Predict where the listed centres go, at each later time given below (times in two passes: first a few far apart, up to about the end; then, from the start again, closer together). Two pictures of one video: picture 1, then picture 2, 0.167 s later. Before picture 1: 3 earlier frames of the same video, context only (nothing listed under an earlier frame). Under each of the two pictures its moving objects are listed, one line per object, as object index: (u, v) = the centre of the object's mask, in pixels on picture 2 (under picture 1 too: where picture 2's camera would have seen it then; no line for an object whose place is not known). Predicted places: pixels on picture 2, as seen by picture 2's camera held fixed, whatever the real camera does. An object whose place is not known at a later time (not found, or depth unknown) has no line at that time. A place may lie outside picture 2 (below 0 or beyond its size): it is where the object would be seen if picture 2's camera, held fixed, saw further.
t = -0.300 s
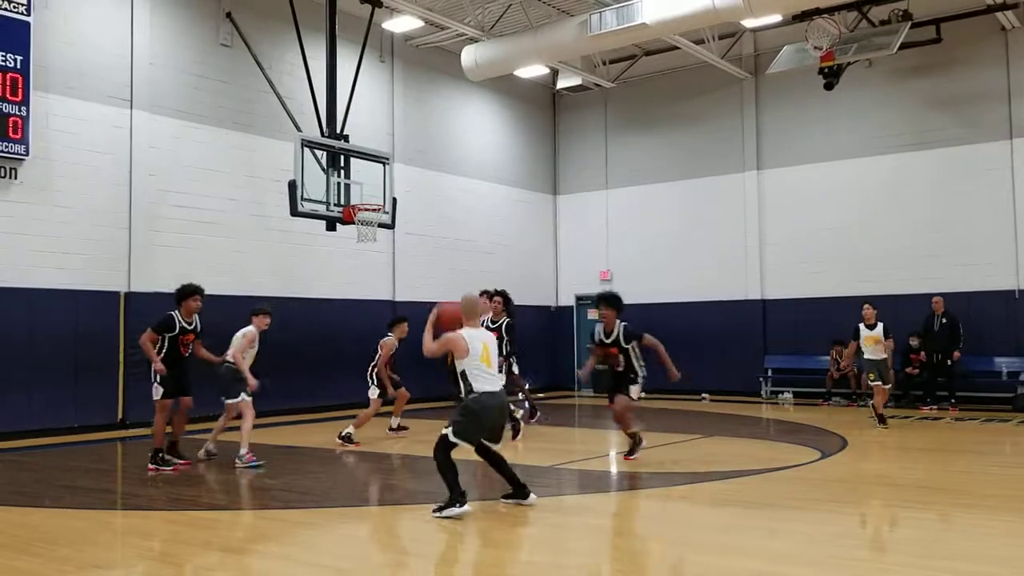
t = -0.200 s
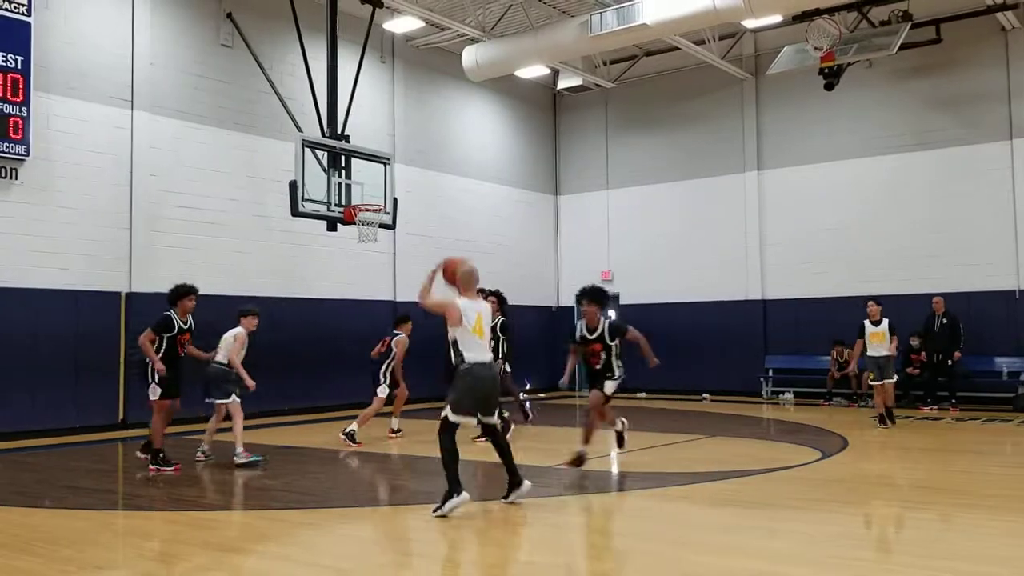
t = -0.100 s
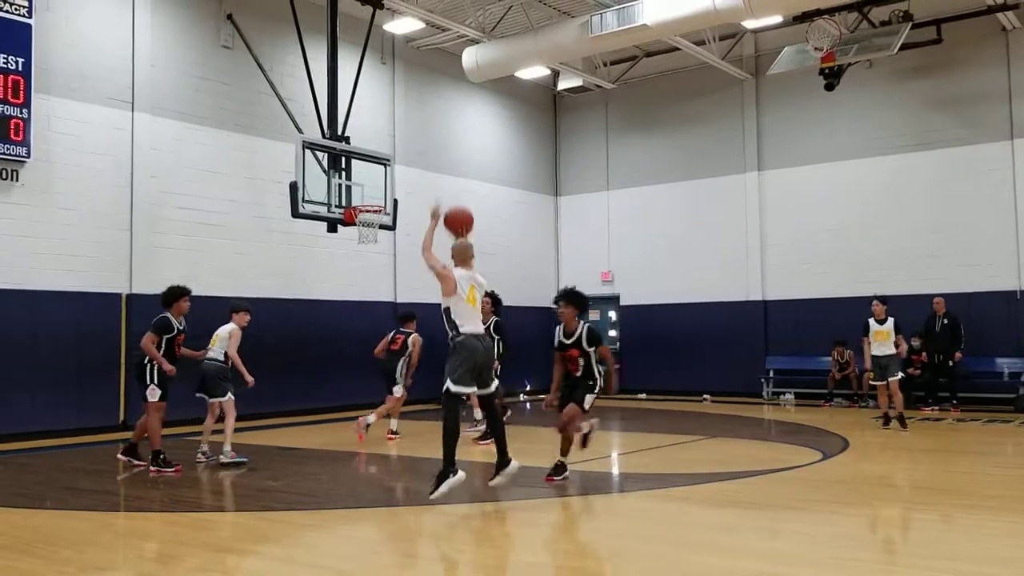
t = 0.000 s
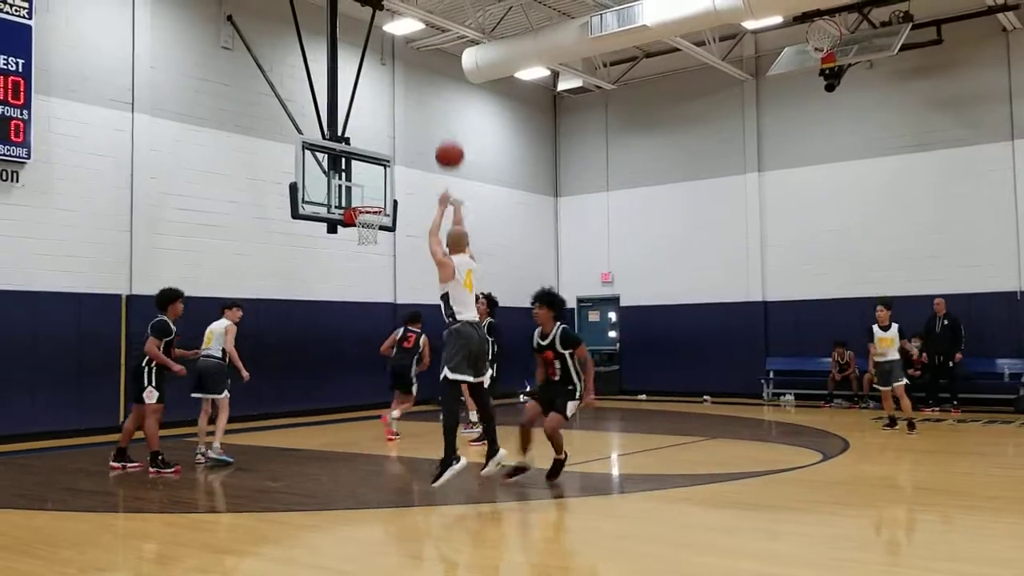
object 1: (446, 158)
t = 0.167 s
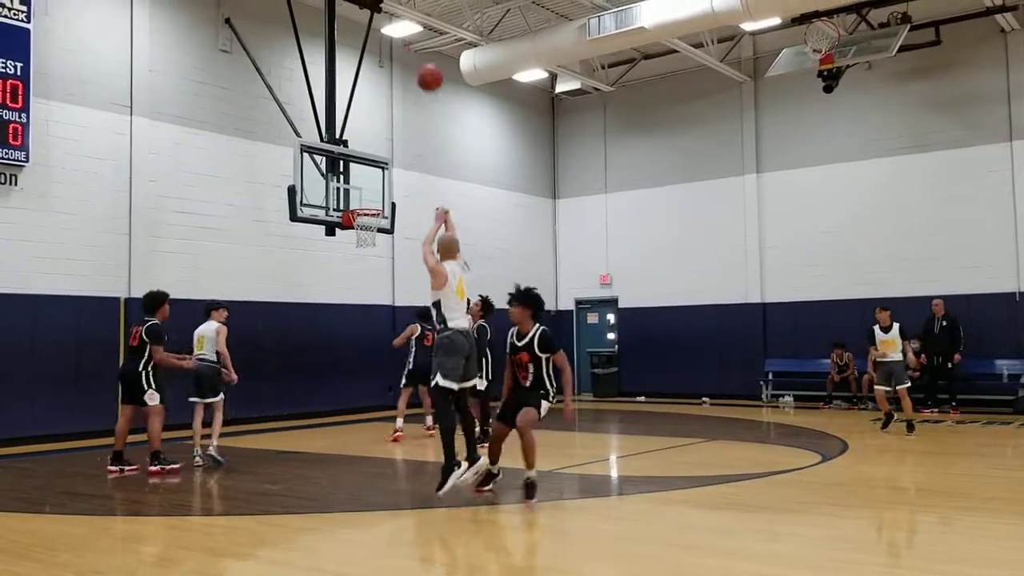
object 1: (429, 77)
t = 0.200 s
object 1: (426, 68)
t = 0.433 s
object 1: (409, 31)
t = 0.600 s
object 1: (398, 39)
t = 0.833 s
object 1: (387, 83)
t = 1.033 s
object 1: (379, 147)
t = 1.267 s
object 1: (361, 224)
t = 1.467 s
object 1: (350, 225)
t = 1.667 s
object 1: (362, 245)
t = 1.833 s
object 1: (373, 283)
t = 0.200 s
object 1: (426, 68)
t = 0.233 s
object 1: (423, 59)
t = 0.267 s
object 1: (420, 51)
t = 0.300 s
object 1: (418, 45)
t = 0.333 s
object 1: (416, 40)
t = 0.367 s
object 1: (413, 36)
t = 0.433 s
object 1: (409, 31)
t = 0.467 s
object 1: (406, 31)
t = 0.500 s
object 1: (404, 31)
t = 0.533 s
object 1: (403, 32)
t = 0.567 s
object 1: (399, 34)
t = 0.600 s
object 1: (398, 39)
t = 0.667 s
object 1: (395, 47)
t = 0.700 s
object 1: (394, 50)
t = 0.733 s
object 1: (391, 58)
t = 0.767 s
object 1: (390, 66)
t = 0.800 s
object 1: (389, 74)
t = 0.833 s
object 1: (387, 83)
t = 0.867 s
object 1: (386, 92)
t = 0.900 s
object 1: (384, 102)
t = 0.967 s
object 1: (382, 123)
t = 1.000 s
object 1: (381, 134)
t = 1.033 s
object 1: (379, 147)
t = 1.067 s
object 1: (379, 159)
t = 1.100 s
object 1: (378, 172)
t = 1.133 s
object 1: (376, 186)
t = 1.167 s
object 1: (375, 200)
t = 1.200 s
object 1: (373, 212)
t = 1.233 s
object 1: (366, 218)
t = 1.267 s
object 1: (361, 224)
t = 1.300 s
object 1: (354, 225)
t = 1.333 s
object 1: (351, 223)
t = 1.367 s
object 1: (351, 223)
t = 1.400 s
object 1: (350, 226)
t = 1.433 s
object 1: (350, 226)
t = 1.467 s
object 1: (350, 225)
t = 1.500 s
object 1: (352, 229)
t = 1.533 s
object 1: (354, 233)
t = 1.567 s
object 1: (356, 234)
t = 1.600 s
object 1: (358, 237)
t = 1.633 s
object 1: (360, 241)
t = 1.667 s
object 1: (362, 245)
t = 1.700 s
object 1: (364, 251)
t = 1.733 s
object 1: (366, 258)
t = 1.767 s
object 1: (369, 266)
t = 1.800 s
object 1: (371, 274)
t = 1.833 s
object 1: (373, 283)
